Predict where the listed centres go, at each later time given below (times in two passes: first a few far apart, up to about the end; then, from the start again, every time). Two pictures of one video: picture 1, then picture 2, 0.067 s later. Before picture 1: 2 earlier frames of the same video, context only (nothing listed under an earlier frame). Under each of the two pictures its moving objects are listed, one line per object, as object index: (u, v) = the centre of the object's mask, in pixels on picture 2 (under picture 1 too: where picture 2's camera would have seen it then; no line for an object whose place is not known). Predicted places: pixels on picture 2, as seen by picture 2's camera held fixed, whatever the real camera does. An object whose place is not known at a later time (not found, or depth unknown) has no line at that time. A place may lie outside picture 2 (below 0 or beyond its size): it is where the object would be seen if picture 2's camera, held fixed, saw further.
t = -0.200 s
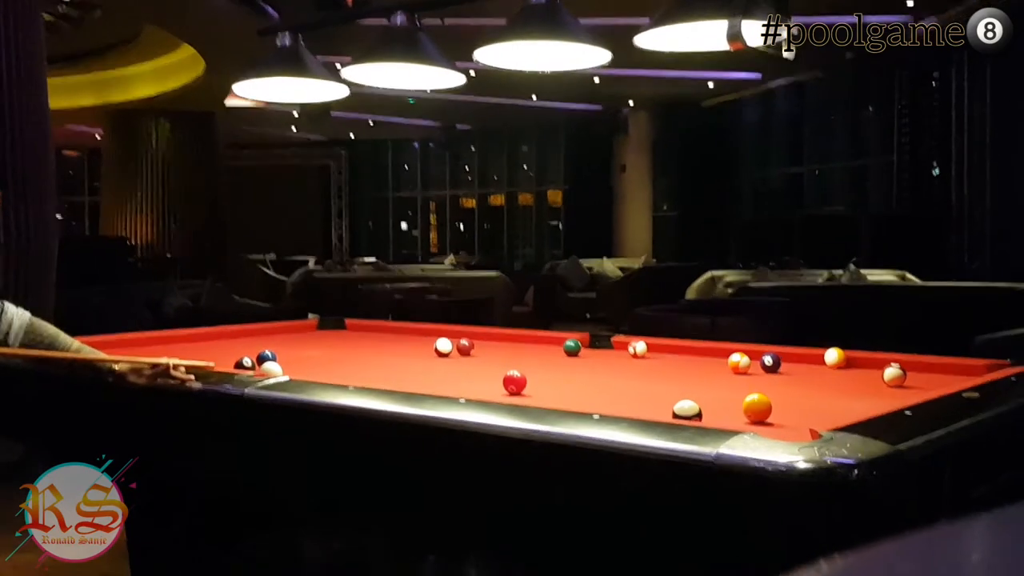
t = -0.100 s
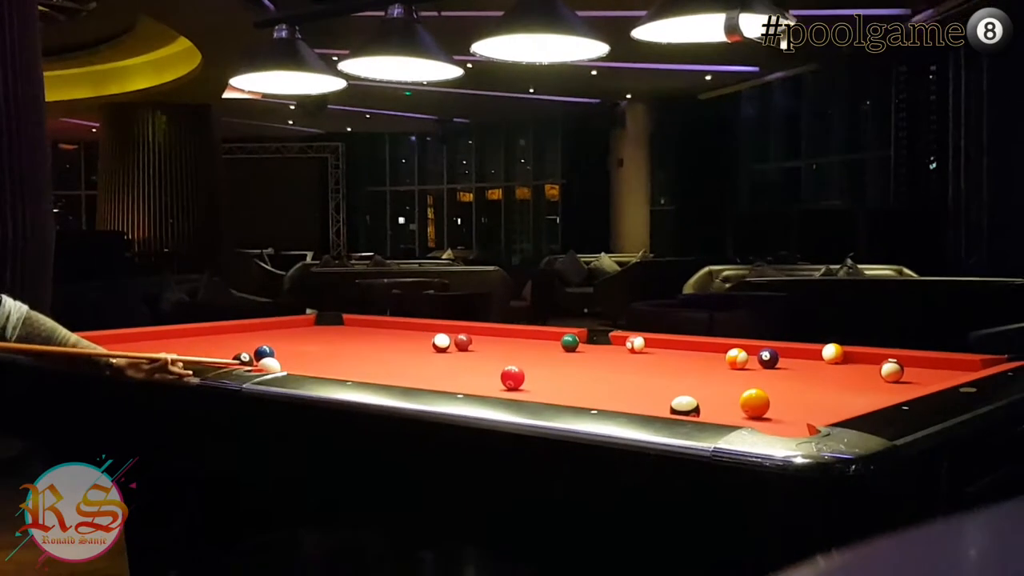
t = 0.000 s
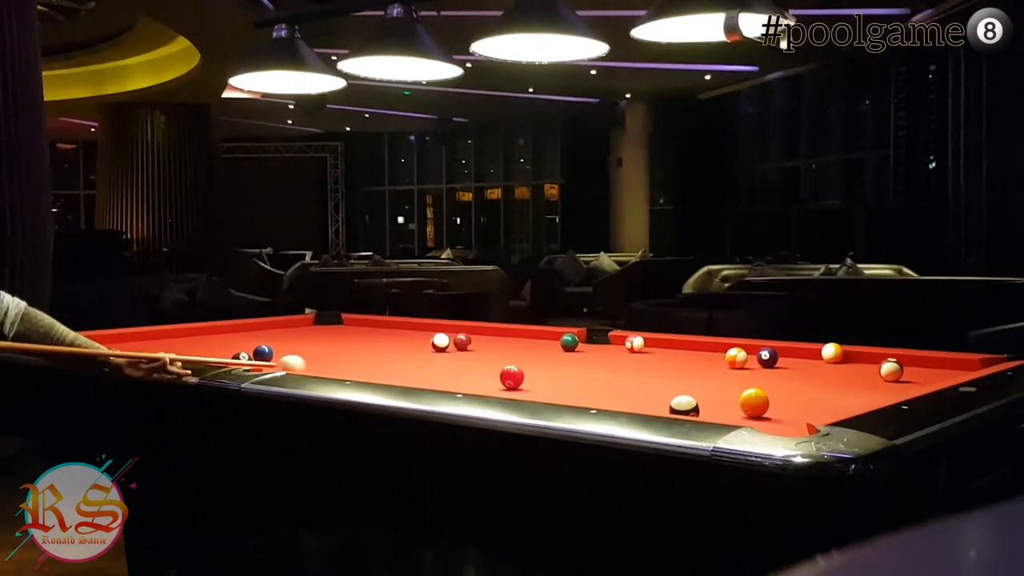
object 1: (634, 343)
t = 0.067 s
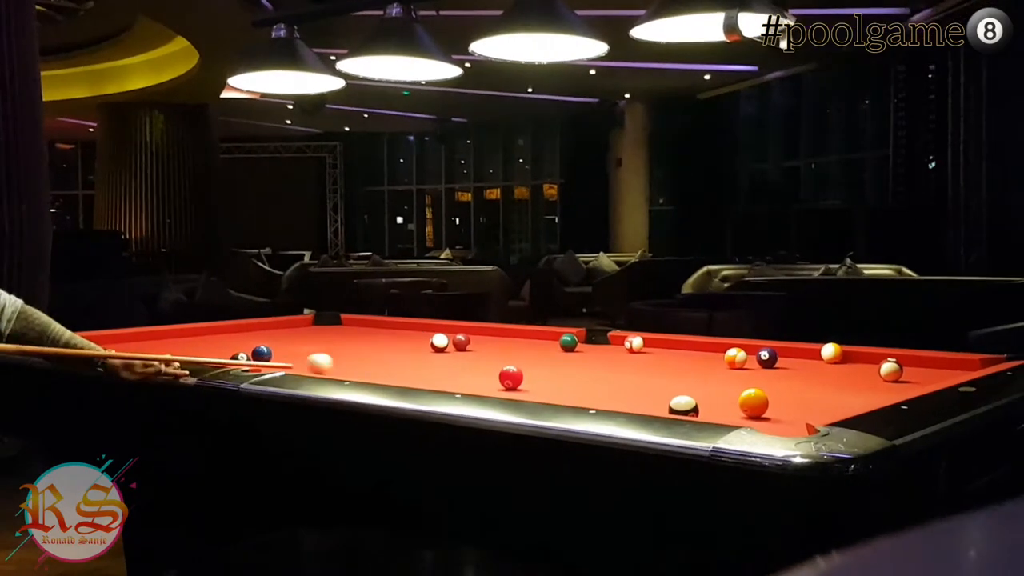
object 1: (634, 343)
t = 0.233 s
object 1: (633, 343)
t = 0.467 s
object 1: (633, 343)
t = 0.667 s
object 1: (633, 343)
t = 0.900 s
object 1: (633, 343)
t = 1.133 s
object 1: (645, 342)
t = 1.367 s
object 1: (666, 341)
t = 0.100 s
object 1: (634, 343)
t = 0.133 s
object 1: (634, 343)
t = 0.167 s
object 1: (633, 343)
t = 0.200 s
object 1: (634, 343)
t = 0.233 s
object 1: (633, 343)
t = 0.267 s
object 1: (633, 343)
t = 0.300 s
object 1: (633, 343)
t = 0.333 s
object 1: (633, 343)
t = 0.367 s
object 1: (633, 343)
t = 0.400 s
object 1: (633, 343)
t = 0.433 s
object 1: (633, 343)
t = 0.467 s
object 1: (633, 343)
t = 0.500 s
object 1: (633, 343)
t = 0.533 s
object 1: (633, 343)
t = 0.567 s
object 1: (633, 343)
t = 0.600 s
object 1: (633, 343)
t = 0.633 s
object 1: (633, 343)
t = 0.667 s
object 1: (633, 343)
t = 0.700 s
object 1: (633, 343)
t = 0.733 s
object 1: (633, 343)
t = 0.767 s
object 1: (633, 343)
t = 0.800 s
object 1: (633, 343)
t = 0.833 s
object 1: (633, 343)
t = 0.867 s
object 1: (633, 343)
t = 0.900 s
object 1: (633, 343)
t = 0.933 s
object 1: (633, 343)
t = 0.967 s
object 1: (633, 343)
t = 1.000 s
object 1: (633, 343)
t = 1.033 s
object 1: (633, 343)
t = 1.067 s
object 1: (636, 343)
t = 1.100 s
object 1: (642, 343)
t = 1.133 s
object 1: (645, 342)
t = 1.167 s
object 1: (648, 342)
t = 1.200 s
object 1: (652, 342)
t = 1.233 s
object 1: (654, 342)
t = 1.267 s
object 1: (658, 343)
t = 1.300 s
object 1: (660, 343)
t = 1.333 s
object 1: (663, 341)
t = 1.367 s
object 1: (666, 341)
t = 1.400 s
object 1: (669, 341)
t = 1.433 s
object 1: (670, 341)
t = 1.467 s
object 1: (669, 341)
